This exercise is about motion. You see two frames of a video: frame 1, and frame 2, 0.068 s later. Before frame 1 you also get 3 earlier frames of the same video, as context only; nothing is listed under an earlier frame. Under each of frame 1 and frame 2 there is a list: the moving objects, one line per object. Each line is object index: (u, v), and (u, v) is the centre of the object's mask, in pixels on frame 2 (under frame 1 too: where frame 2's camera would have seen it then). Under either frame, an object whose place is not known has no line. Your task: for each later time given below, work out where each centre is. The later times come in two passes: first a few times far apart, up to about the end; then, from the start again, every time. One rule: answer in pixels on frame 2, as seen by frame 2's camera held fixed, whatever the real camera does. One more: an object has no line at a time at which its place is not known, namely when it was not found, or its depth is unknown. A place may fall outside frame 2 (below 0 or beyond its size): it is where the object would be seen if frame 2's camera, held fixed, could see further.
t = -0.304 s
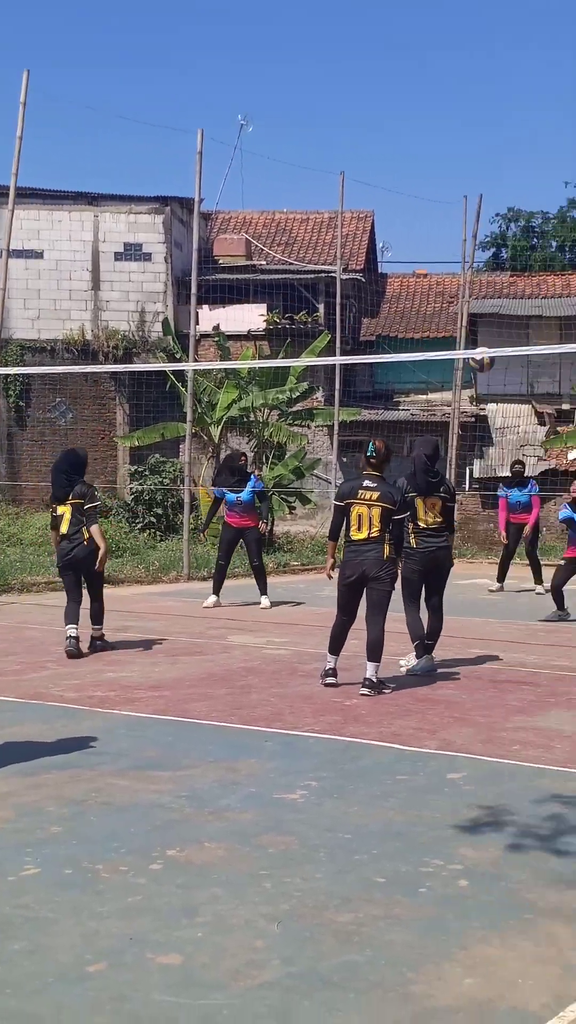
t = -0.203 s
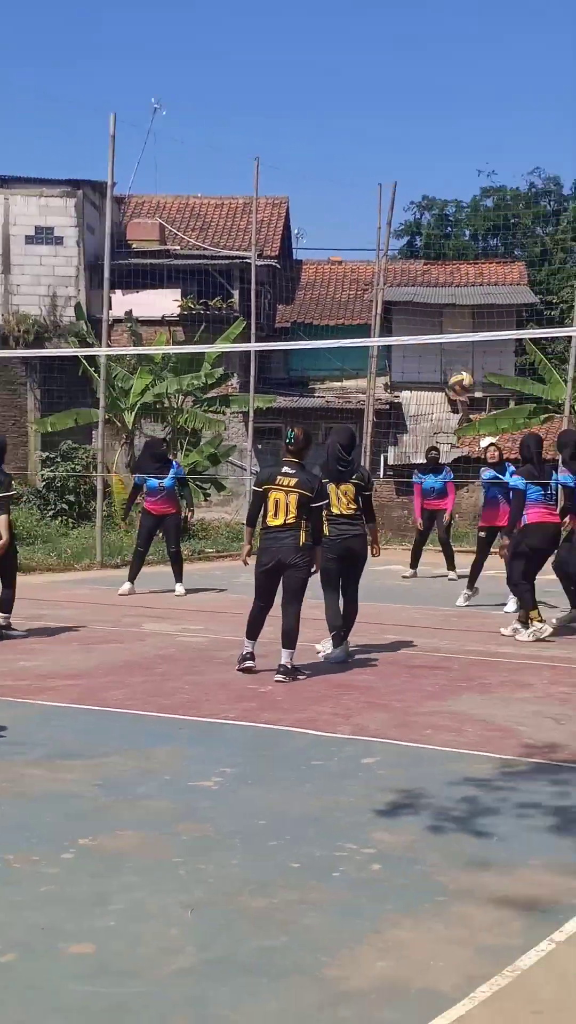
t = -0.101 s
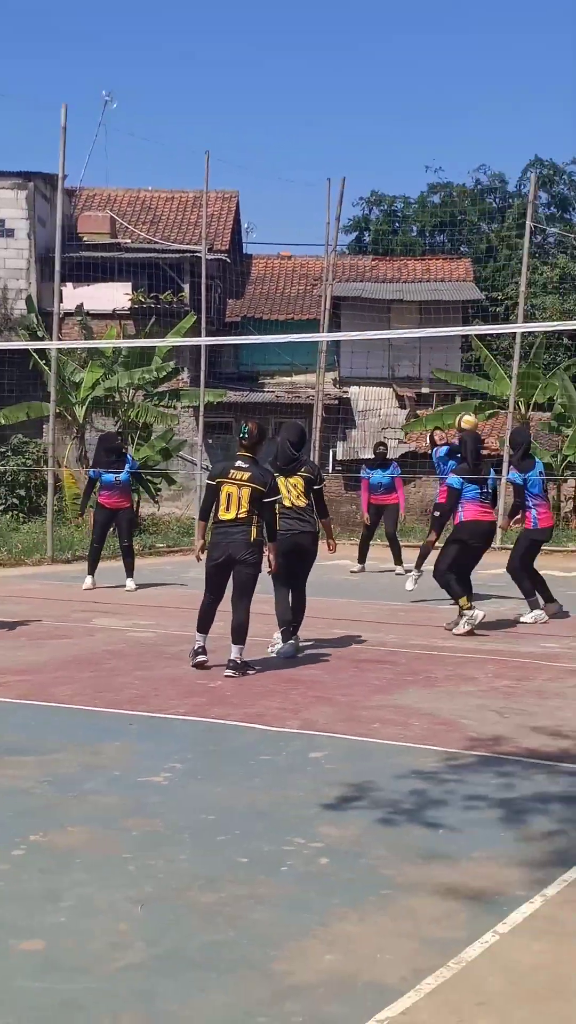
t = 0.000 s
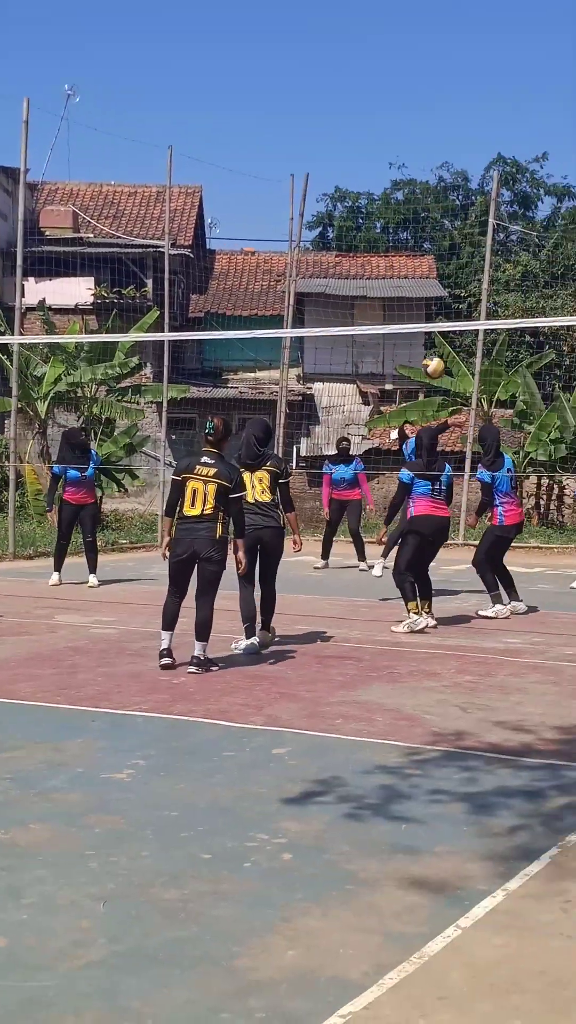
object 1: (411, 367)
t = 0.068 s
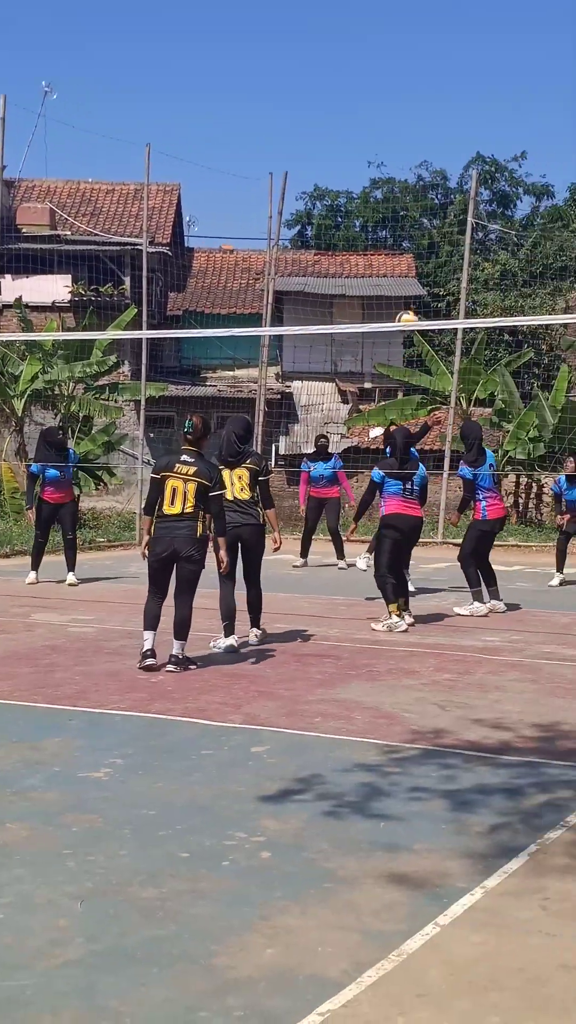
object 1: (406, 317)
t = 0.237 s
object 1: (390, 237)
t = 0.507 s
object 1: (371, 160)
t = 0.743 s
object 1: (352, 160)
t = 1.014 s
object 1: (329, 242)
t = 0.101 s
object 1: (402, 303)
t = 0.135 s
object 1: (400, 285)
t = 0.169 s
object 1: (397, 266)
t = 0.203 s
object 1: (393, 251)
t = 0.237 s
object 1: (390, 237)
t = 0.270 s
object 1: (389, 221)
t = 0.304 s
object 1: (385, 209)
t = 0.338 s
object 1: (384, 198)
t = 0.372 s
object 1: (381, 188)
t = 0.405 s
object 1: (379, 178)
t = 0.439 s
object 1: (376, 171)
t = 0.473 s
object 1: (373, 165)
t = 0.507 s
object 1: (371, 160)
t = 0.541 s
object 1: (368, 156)
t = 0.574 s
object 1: (365, 154)
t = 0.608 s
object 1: (363, 152)
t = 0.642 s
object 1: (360, 153)
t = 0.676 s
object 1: (357, 154)
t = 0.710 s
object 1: (355, 157)
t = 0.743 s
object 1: (352, 160)
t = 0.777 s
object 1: (350, 166)
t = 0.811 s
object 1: (346, 173)
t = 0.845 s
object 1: (344, 181)
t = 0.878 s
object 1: (341, 190)
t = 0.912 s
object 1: (337, 202)
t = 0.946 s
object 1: (334, 213)
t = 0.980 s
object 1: (333, 227)
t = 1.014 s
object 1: (329, 242)
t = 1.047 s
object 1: (326, 258)
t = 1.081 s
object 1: (323, 276)
